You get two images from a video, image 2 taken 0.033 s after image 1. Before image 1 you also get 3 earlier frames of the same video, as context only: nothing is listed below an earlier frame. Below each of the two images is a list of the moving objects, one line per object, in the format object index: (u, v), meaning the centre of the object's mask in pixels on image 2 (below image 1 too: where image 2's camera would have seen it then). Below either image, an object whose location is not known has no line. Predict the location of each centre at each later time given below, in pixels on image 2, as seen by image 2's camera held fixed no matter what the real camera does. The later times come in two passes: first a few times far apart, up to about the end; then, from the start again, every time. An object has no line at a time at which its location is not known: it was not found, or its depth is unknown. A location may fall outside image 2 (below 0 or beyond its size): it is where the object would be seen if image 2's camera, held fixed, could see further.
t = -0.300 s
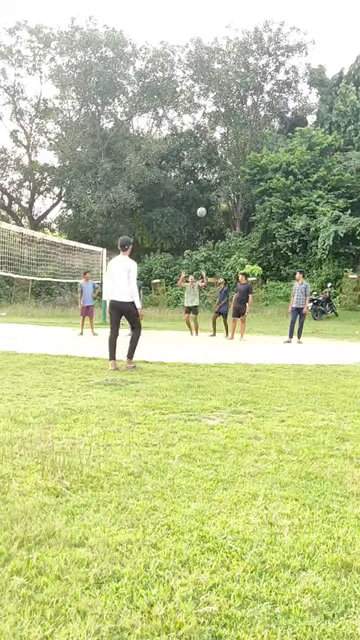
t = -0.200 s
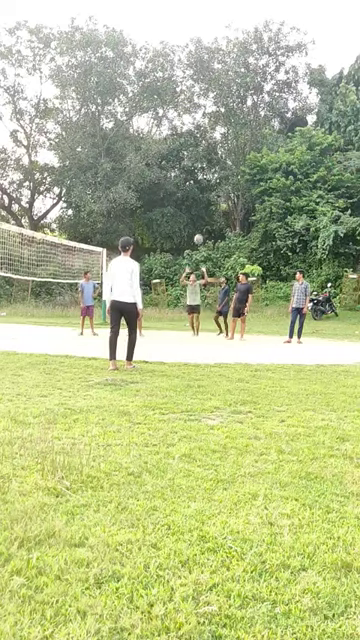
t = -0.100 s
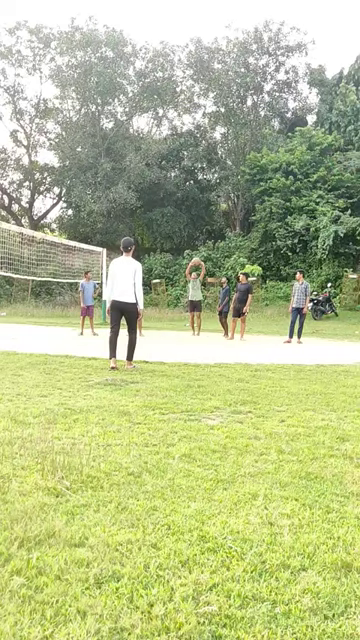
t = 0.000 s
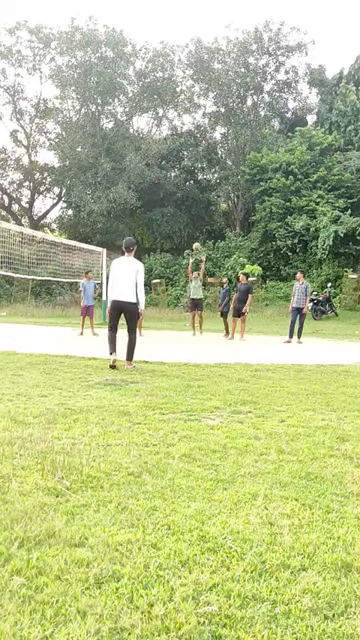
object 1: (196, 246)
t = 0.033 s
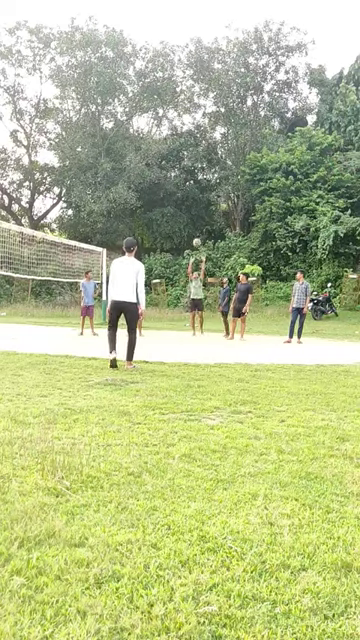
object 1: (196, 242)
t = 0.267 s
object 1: (197, 223)
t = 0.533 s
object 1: (197, 225)
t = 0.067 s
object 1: (197, 238)
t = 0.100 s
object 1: (197, 235)
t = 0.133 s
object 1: (197, 231)
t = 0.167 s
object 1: (197, 229)
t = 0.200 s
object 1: (197, 226)
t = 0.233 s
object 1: (197, 224)
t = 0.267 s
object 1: (197, 223)
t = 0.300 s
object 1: (197, 222)
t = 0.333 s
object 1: (197, 221)
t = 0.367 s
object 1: (197, 220)
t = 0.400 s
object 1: (197, 220)
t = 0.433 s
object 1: (197, 221)
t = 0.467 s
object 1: (197, 222)
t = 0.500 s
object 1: (197, 223)
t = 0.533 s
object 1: (197, 225)
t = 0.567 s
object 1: (197, 227)
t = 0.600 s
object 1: (197, 229)
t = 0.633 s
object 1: (196, 232)
